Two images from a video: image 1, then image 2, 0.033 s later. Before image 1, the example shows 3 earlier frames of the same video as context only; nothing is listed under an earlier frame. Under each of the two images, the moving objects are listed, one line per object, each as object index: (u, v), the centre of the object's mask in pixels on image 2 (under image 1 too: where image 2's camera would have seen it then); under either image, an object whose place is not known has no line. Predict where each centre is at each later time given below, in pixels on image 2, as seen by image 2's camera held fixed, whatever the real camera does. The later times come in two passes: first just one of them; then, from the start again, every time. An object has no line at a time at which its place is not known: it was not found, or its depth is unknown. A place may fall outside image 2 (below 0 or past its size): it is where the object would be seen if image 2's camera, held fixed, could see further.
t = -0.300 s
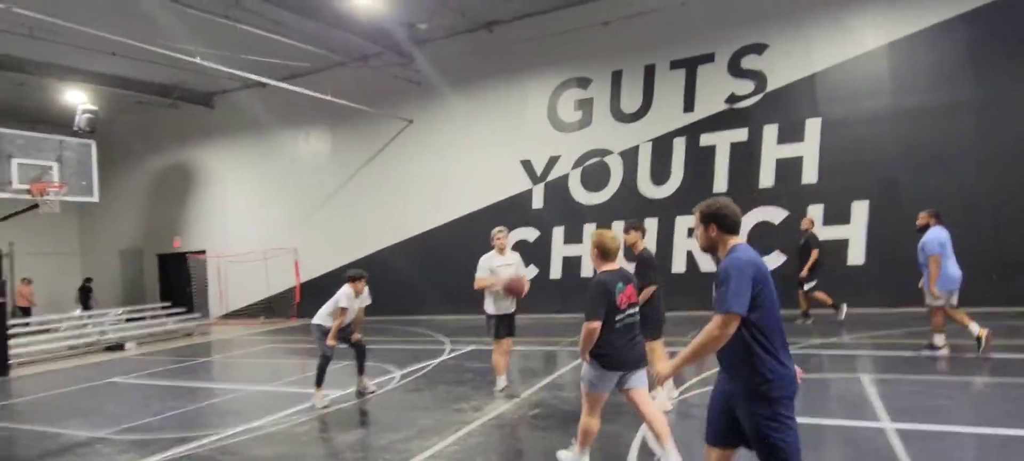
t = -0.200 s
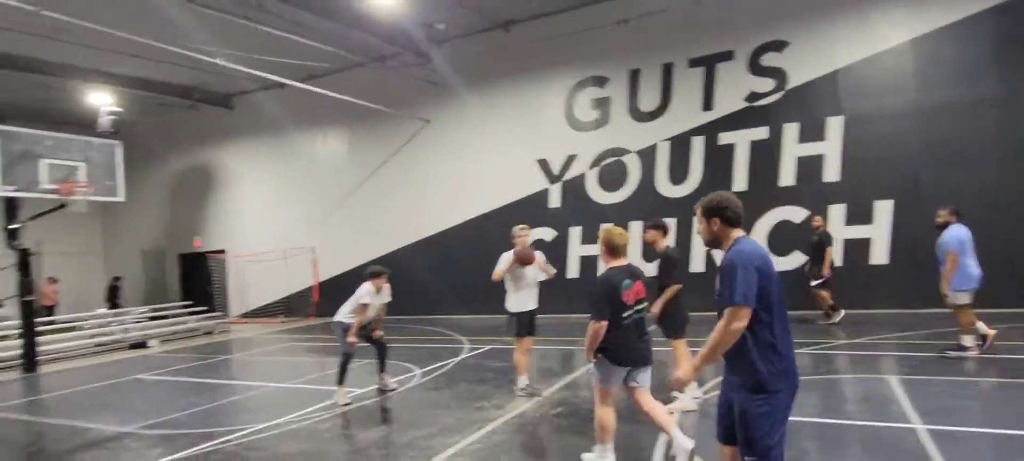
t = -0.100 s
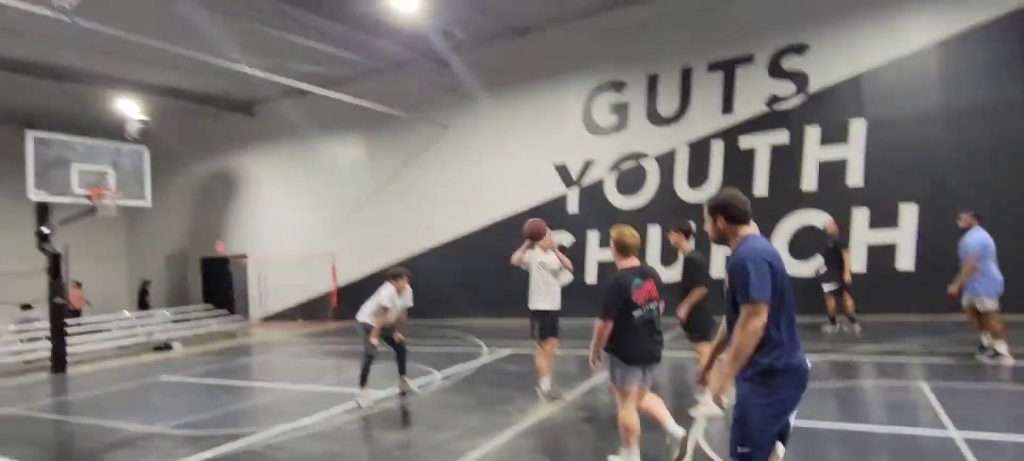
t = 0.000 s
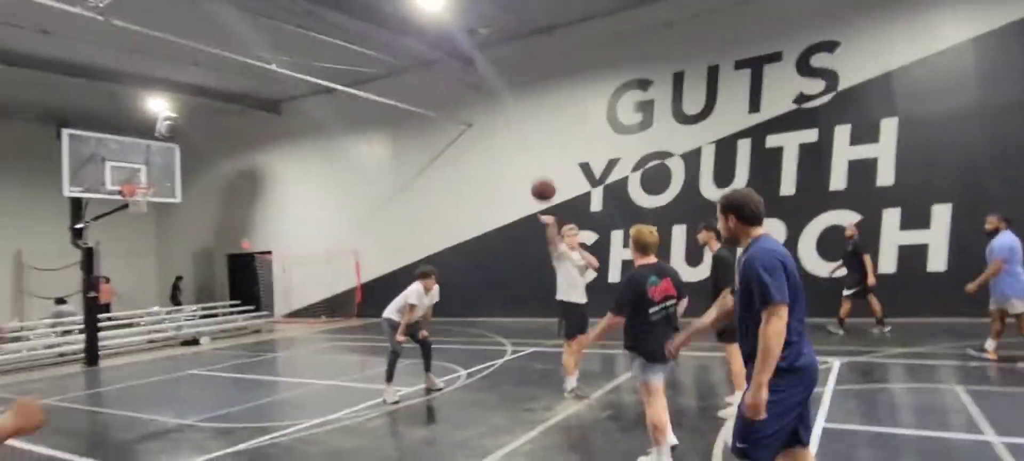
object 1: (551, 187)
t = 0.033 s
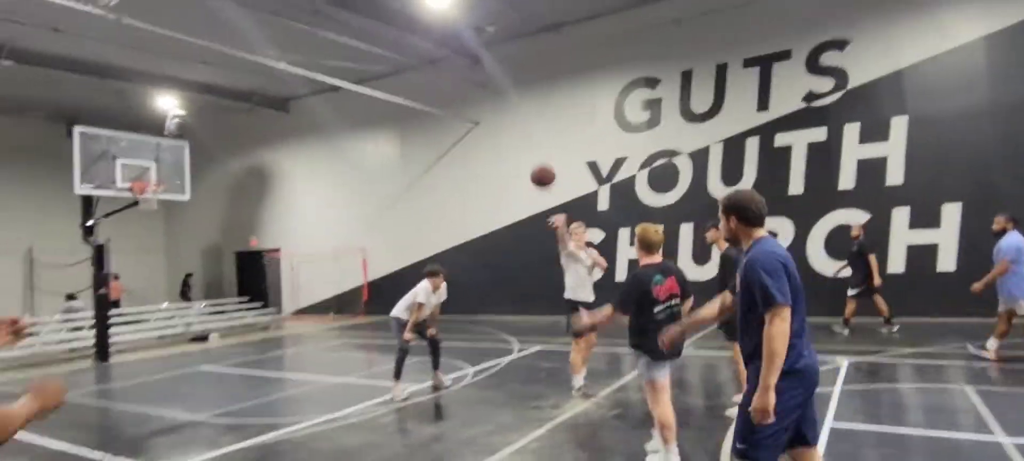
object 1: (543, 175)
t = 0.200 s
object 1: (497, 126)
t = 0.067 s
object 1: (534, 163)
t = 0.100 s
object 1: (526, 153)
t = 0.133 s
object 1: (517, 142)
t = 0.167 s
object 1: (507, 135)
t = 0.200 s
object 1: (497, 126)
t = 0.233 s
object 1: (488, 119)
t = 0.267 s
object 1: (475, 112)
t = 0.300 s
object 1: (464, 107)
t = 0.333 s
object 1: (455, 103)
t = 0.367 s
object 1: (443, 100)
